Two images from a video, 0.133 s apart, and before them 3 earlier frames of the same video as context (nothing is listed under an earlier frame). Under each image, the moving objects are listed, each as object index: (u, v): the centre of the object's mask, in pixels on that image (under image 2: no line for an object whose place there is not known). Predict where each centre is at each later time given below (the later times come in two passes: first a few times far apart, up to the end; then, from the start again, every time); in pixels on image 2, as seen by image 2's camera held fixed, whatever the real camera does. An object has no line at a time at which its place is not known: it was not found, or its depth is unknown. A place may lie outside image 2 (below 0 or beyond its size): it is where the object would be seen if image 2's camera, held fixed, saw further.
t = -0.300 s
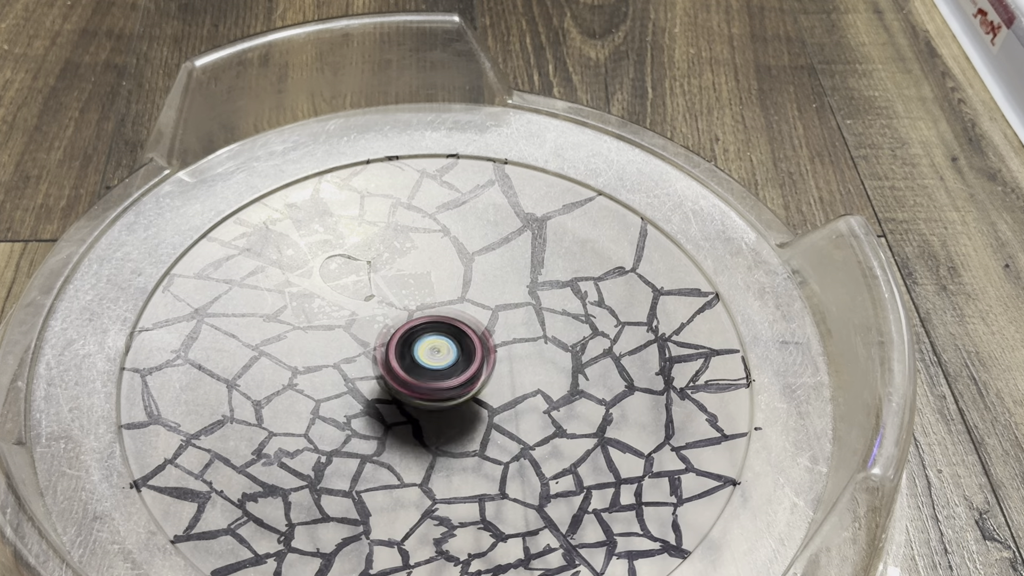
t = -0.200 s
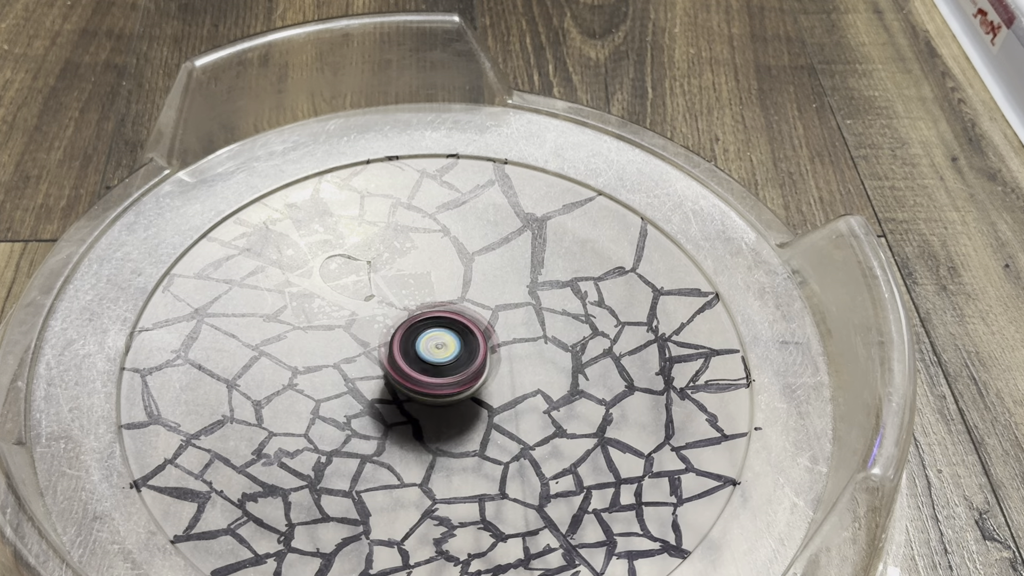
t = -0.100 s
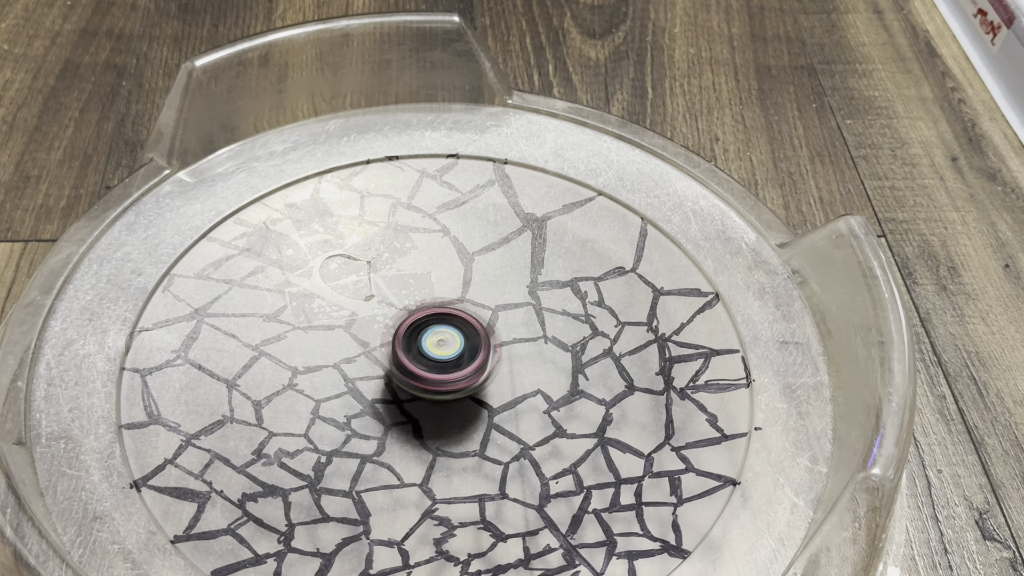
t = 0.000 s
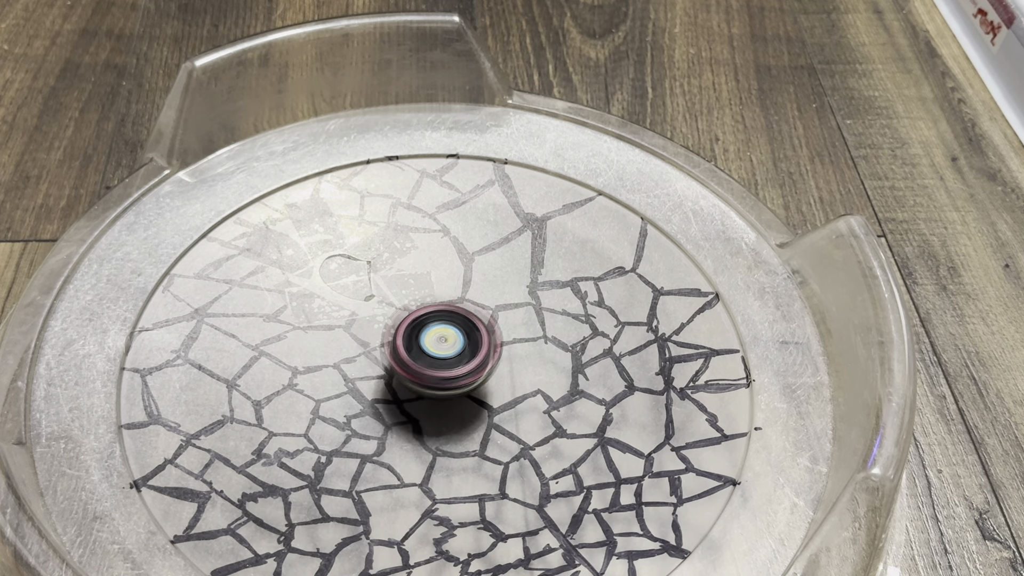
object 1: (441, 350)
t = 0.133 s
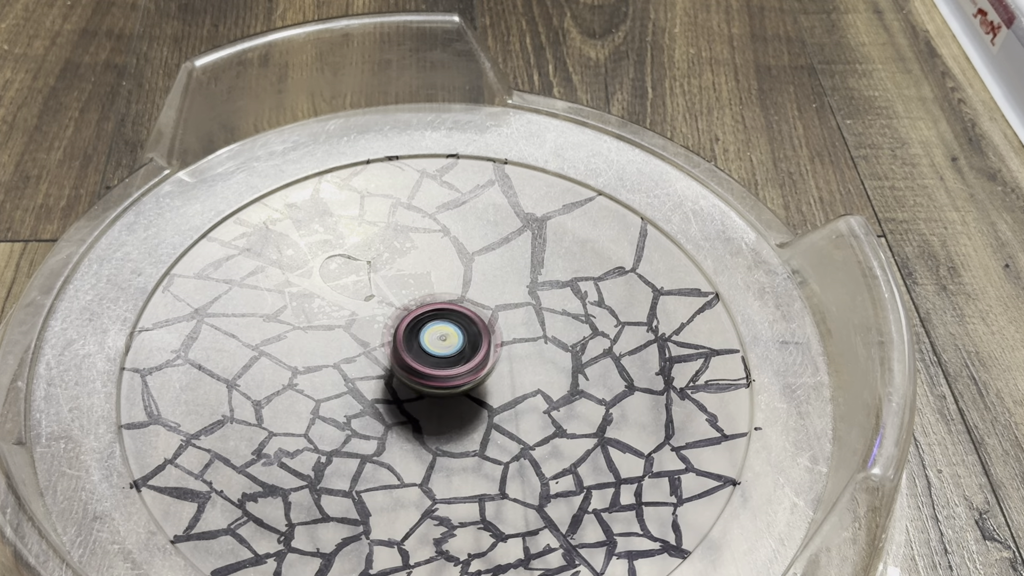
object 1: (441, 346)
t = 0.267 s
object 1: (442, 346)
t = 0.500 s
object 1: (443, 353)
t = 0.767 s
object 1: (446, 365)
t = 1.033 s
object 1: (450, 373)
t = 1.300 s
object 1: (449, 372)
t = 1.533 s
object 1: (445, 365)
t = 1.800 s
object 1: (432, 358)
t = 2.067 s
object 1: (424, 357)
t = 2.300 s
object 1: (426, 360)
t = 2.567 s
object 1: (438, 362)
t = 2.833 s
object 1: (442, 364)
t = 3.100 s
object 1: (445, 370)
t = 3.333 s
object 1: (448, 371)
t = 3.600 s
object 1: (449, 369)
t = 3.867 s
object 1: (438, 361)
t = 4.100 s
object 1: (428, 357)
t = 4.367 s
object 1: (426, 358)
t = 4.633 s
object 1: (431, 362)
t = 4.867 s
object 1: (439, 363)
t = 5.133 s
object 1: (443, 366)
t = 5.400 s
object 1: (446, 372)
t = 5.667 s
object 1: (447, 371)
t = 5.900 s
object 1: (444, 367)
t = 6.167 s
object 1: (435, 359)
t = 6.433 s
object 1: (426, 357)
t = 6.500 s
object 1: (428, 357)
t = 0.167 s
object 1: (442, 347)
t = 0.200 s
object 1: (441, 346)
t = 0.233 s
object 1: (443, 347)
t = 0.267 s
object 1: (442, 346)
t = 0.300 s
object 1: (440, 349)
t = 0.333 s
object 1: (442, 348)
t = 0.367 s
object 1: (442, 350)
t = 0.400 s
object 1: (443, 350)
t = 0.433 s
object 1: (443, 353)
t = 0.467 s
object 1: (443, 354)
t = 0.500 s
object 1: (443, 353)
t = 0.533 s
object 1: (445, 355)
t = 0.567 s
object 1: (445, 354)
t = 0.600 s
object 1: (446, 358)
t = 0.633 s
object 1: (446, 359)
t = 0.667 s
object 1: (446, 362)
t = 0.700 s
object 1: (446, 361)
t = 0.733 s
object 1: (445, 364)
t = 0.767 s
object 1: (446, 365)
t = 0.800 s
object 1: (445, 366)
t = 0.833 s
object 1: (447, 368)
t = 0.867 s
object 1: (445, 369)
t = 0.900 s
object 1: (447, 371)
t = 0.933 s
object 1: (448, 371)
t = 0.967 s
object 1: (448, 372)
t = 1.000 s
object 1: (449, 372)
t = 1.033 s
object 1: (450, 373)
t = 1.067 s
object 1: (450, 373)
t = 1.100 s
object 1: (451, 373)
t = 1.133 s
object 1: (450, 373)
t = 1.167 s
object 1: (450, 372)
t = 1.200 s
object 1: (450, 373)
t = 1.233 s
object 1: (451, 372)
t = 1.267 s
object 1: (450, 372)
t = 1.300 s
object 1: (449, 372)
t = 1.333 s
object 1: (450, 371)
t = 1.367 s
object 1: (450, 370)
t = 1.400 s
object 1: (449, 369)
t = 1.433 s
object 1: (448, 369)
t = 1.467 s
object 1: (447, 367)
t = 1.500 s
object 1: (446, 368)
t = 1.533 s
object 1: (445, 365)
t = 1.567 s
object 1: (443, 365)
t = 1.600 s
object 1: (442, 363)
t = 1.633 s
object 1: (439, 363)
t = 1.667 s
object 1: (439, 361)
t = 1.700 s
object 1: (436, 362)
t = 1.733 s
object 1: (436, 359)
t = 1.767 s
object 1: (433, 359)
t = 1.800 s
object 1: (432, 358)
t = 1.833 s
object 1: (429, 358)
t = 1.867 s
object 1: (428, 357)
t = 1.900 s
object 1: (426, 357)
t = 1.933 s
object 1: (426, 357)
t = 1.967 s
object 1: (423, 356)
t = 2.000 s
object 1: (425, 357)
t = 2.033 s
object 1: (423, 357)
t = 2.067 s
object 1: (424, 357)
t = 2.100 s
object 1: (423, 358)
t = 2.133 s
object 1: (423, 357)
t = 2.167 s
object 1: (424, 358)
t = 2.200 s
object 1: (424, 357)
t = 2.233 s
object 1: (424, 359)
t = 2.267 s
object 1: (425, 359)
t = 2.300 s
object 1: (426, 360)
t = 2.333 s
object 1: (426, 359)
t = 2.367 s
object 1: (429, 361)
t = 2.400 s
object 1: (428, 361)
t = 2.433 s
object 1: (432, 361)
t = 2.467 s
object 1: (431, 361)
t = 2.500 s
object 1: (435, 362)
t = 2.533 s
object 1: (435, 363)
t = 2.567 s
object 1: (438, 362)
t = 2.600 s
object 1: (437, 362)
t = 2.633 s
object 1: (440, 363)
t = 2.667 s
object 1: (439, 363)
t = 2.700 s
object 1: (441, 362)
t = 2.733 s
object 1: (440, 364)
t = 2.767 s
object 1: (441, 363)
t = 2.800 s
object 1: (441, 365)
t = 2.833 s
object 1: (442, 364)
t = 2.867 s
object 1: (443, 366)
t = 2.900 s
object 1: (443, 366)
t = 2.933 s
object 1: (445, 366)
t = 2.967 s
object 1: (444, 367)
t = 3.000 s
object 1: (445, 368)
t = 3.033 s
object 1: (444, 369)
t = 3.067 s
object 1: (446, 370)
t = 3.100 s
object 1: (445, 370)
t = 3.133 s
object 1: (447, 371)
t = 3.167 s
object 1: (448, 371)
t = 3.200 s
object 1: (448, 371)
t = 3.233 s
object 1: (449, 371)
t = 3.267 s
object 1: (449, 372)
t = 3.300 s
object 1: (451, 371)
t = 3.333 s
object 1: (448, 371)
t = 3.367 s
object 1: (450, 372)
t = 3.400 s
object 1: (448, 372)
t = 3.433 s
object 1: (449, 371)
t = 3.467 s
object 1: (449, 371)
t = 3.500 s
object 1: (449, 371)
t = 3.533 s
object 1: (450, 370)
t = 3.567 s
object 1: (448, 369)
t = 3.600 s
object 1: (449, 369)
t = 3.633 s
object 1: (447, 368)
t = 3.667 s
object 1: (447, 368)
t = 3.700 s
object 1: (444, 367)
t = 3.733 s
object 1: (446, 365)
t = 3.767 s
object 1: (444, 366)
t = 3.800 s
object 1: (442, 363)
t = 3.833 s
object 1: (442, 364)
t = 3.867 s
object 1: (438, 361)
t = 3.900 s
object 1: (440, 360)
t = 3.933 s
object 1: (434, 361)
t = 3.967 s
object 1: (436, 358)
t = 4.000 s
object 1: (434, 358)
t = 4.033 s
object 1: (431, 357)
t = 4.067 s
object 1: (430, 357)
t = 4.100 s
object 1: (428, 357)
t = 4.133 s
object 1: (429, 357)
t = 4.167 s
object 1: (425, 358)
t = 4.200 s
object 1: (426, 357)
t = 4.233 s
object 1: (426, 357)
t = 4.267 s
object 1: (425, 356)
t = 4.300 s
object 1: (426, 359)
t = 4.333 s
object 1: (423, 359)
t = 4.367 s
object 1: (426, 358)
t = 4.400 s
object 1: (424, 360)
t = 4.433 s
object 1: (426, 358)
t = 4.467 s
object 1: (428, 360)
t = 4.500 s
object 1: (426, 361)
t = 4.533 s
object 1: (429, 360)
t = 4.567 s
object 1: (428, 362)
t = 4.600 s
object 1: (429, 360)
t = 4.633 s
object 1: (431, 362)
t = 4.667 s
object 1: (431, 363)
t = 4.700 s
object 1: (433, 362)
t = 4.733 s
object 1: (434, 363)
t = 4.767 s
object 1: (435, 363)
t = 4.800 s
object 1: (439, 363)
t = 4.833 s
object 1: (438, 362)
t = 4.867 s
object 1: (439, 363)
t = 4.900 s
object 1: (440, 364)
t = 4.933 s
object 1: (440, 362)
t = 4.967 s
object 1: (442, 364)
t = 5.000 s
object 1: (439, 365)
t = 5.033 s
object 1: (441, 364)
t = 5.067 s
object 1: (442, 365)
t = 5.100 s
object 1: (442, 366)
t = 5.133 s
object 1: (443, 366)
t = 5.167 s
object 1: (440, 367)
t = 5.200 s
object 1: (442, 368)
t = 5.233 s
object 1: (444, 368)
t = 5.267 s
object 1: (443, 369)
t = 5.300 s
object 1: (445, 370)
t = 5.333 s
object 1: (443, 371)
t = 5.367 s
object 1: (444, 371)
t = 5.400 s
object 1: (446, 372)
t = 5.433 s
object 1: (443, 372)
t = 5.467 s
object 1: (445, 372)
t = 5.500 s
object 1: (444, 372)
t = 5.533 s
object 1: (445, 372)
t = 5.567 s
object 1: (445, 372)
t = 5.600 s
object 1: (444, 372)
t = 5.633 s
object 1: (445, 372)
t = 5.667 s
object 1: (447, 371)
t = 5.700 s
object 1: (444, 371)
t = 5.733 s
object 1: (446, 371)
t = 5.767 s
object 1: (446, 370)
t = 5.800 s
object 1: (444, 370)
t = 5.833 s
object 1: (445, 369)
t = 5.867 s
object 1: (445, 370)
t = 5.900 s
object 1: (444, 367)
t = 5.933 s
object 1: (445, 367)
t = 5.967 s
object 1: (441, 366)
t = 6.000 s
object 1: (441, 363)
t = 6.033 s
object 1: (441, 363)
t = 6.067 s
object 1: (438, 362)
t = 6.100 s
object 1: (438, 360)
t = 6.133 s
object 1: (438, 360)
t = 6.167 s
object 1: (435, 359)
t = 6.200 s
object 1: (435, 357)
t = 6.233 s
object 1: (433, 357)
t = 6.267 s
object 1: (431, 356)
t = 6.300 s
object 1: (432, 355)
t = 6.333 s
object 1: (429, 356)
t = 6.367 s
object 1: (428, 355)
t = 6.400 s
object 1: (428, 356)
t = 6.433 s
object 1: (426, 357)
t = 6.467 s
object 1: (427, 355)
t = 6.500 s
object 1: (428, 357)
